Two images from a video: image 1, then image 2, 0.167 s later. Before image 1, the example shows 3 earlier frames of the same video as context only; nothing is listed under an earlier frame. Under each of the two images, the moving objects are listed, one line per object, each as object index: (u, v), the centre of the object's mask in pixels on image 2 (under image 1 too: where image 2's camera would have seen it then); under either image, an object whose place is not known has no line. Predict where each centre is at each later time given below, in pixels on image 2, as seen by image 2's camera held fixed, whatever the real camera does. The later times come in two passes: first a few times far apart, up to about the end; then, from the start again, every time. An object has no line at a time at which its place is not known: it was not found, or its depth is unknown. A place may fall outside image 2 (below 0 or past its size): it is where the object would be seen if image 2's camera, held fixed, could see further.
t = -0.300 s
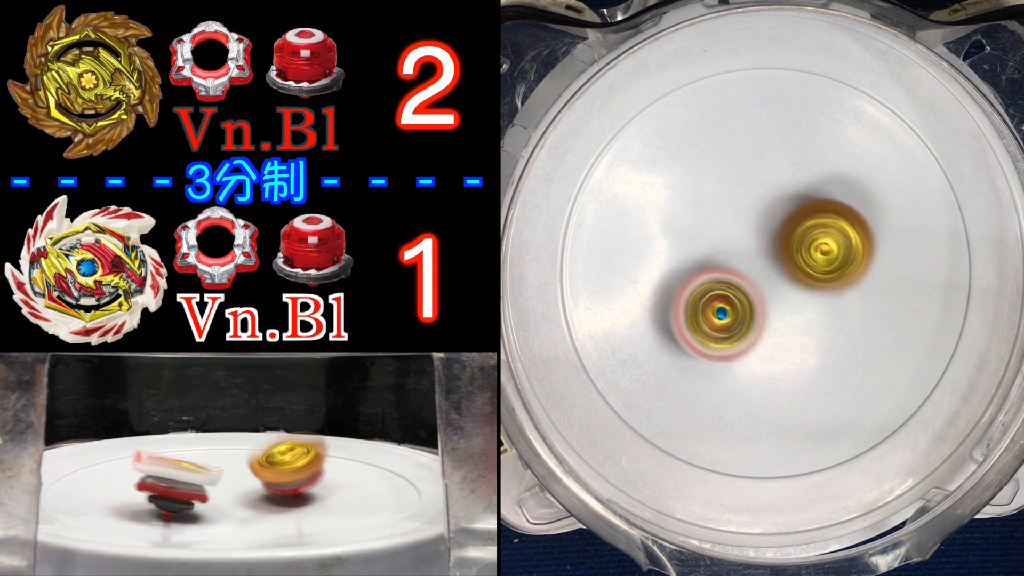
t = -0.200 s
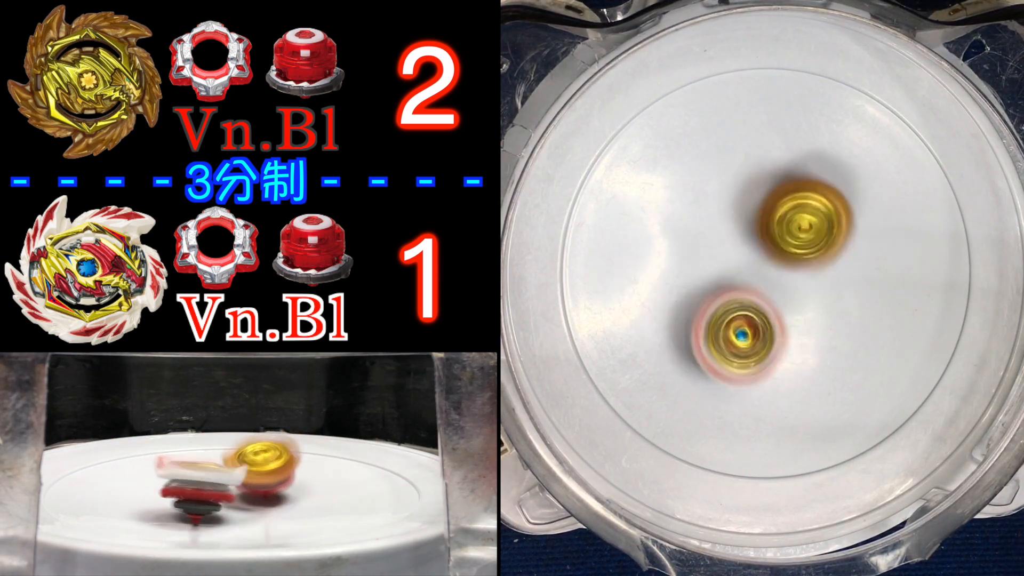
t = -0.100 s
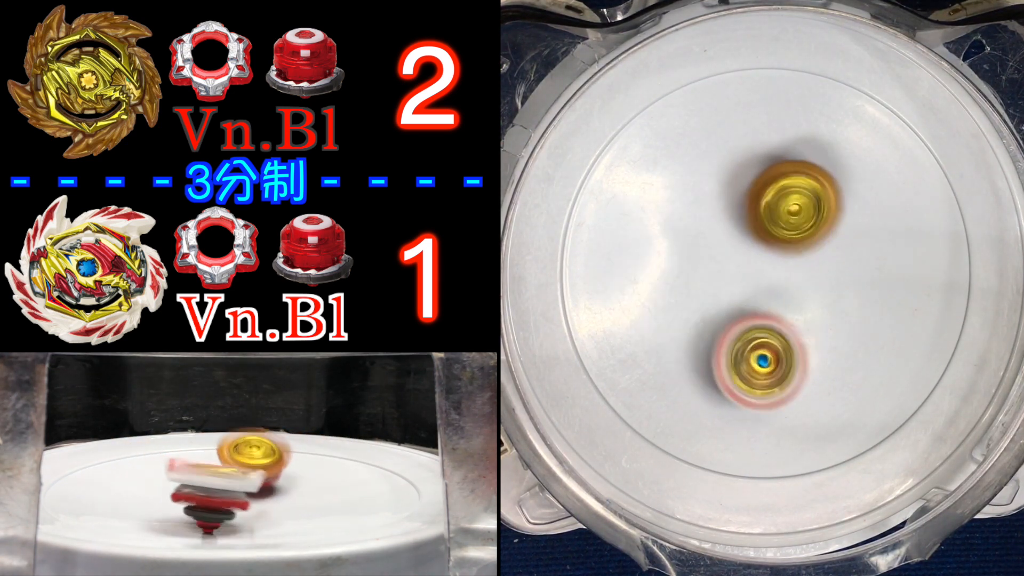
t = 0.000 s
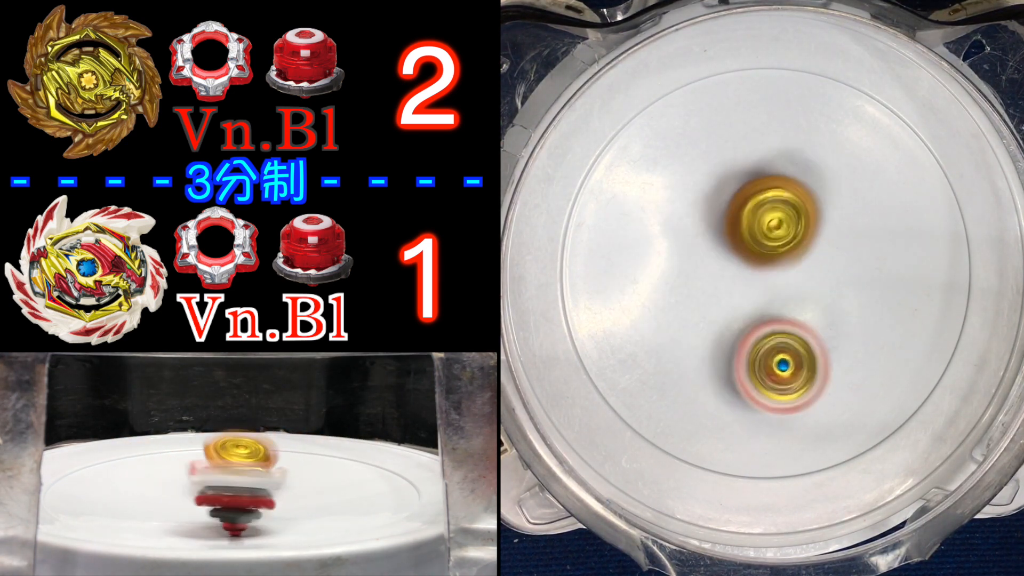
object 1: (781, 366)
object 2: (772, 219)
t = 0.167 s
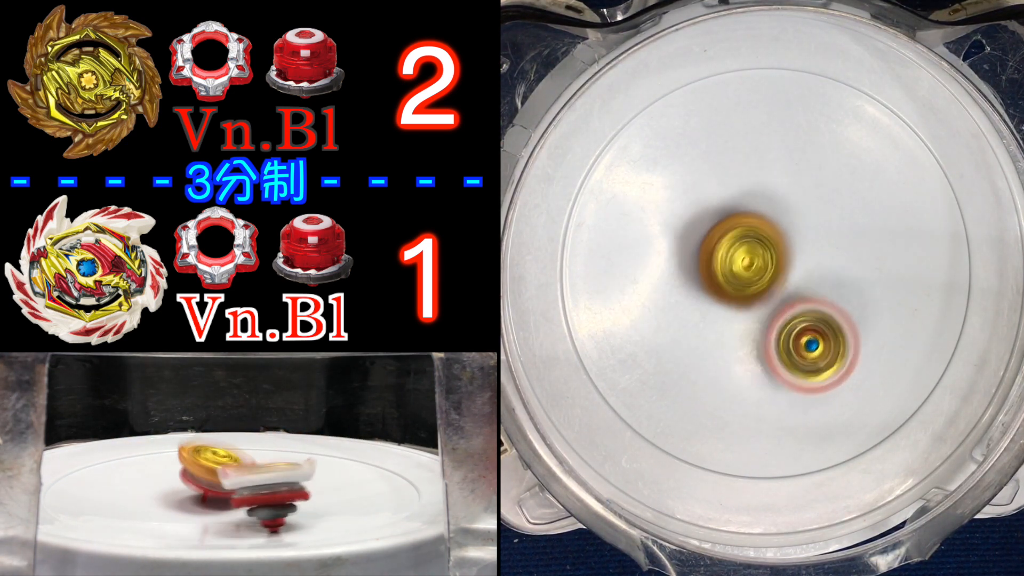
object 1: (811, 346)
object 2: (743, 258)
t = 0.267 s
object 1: (830, 325)
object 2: (727, 279)
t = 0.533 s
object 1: (835, 251)
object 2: (749, 321)
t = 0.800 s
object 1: (783, 211)
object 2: (796, 314)
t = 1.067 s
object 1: (721, 235)
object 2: (818, 272)
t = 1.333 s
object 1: (713, 305)
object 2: (796, 239)
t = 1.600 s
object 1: (770, 341)
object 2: (758, 239)
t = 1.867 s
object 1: (822, 300)
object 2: (728, 263)
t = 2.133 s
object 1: (806, 235)
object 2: (731, 300)
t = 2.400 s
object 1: (741, 231)
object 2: (767, 327)
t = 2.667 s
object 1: (720, 291)
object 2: (818, 314)
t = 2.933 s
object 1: (737, 350)
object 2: (832, 243)
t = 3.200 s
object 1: (779, 350)
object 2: (793, 223)
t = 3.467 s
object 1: (807, 380)
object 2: (734, 134)
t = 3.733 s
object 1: (773, 338)
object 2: (781, 234)
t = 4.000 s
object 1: (800, 369)
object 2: (744, 216)
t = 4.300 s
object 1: (782, 304)
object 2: (742, 213)
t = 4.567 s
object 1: (782, 304)
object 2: (742, 213)
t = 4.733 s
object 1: (782, 304)
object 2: (742, 213)
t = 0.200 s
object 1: (816, 339)
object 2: (739, 266)
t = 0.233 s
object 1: (824, 332)
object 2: (732, 273)
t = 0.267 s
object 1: (830, 325)
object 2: (727, 279)
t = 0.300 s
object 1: (834, 317)
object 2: (724, 286)
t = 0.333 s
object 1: (838, 308)
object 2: (724, 293)
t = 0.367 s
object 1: (840, 297)
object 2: (726, 299)
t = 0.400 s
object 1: (840, 287)
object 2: (730, 305)
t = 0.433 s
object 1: (840, 277)
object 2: (733, 310)
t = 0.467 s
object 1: (840, 268)
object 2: (738, 315)
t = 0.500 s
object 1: (838, 259)
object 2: (744, 319)
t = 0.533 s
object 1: (835, 251)
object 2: (749, 321)
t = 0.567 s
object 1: (832, 243)
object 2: (756, 323)
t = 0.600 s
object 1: (827, 237)
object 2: (762, 324)
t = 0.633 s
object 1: (822, 231)
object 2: (768, 324)
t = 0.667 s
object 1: (815, 226)
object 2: (774, 323)
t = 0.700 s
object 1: (808, 220)
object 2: (781, 322)
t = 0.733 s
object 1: (801, 215)
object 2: (786, 320)
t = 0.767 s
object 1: (792, 212)
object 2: (791, 317)
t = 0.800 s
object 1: (783, 211)
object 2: (796, 314)
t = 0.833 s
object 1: (775, 210)
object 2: (801, 309)
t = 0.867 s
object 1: (766, 210)
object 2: (805, 305)
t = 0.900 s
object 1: (758, 212)
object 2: (808, 299)
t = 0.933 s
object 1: (748, 214)
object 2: (812, 294)
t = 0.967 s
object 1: (739, 218)
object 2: (815, 289)
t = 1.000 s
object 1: (732, 223)
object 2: (817, 283)
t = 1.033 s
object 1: (726, 229)
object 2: (818, 277)
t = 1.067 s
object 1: (721, 235)
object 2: (818, 272)
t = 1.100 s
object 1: (716, 243)
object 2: (817, 266)
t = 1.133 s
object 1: (711, 251)
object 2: (817, 261)
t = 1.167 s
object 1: (709, 260)
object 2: (815, 255)
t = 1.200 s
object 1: (708, 269)
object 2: (812, 251)
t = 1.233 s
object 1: (708, 279)
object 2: (808, 248)
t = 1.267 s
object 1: (708, 288)
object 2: (804, 245)
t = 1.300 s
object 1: (710, 296)
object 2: (800, 242)
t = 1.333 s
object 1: (713, 305)
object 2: (796, 239)
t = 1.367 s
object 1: (717, 313)
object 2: (791, 236)
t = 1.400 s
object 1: (723, 320)
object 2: (786, 235)
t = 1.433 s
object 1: (729, 326)
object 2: (782, 235)
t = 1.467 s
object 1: (736, 331)
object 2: (777, 234)
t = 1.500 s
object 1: (744, 335)
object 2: (772, 234)
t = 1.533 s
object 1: (753, 338)
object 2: (767, 235)
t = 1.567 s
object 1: (762, 340)
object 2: (763, 237)
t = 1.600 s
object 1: (770, 341)
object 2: (758, 239)
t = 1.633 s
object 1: (778, 340)
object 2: (753, 241)
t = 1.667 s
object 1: (787, 338)
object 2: (748, 243)
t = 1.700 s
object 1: (795, 334)
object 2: (744, 246)
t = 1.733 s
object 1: (803, 329)
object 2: (740, 249)
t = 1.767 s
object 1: (809, 323)
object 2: (737, 252)
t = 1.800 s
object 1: (814, 315)
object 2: (734, 255)
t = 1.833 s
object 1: (818, 307)
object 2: (731, 259)
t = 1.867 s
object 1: (822, 300)
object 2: (728, 263)
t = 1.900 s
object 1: (826, 291)
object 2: (725, 268)
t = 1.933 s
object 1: (827, 282)
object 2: (724, 271)
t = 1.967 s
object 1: (826, 273)
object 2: (724, 275)
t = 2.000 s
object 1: (823, 265)
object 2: (725, 280)
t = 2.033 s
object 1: (820, 256)
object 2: (725, 284)
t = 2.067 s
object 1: (817, 247)
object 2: (726, 289)
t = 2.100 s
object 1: (812, 241)
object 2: (729, 294)
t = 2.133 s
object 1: (806, 235)
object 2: (731, 300)
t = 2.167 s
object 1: (799, 229)
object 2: (734, 305)
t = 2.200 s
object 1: (792, 224)
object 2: (737, 312)
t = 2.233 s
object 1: (783, 222)
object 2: (741, 316)
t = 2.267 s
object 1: (773, 221)
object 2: (745, 318)
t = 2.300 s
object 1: (764, 222)
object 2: (750, 321)
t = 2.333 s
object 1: (756, 223)
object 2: (754, 323)
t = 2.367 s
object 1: (749, 227)
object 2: (760, 325)
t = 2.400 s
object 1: (741, 231)
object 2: (767, 327)
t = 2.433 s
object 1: (736, 236)
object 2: (774, 328)
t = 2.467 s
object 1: (730, 243)
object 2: (781, 328)
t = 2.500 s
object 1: (726, 249)
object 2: (788, 327)
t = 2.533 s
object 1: (723, 256)
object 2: (794, 326)
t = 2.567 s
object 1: (720, 265)
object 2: (802, 324)
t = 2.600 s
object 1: (718, 274)
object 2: (808, 322)
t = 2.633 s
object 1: (718, 283)
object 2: (813, 318)
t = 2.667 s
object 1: (720, 291)
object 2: (818, 314)
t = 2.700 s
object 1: (721, 300)
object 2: (822, 309)
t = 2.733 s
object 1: (722, 307)
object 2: (825, 302)
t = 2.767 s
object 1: (724, 315)
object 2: (828, 295)
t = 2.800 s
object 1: (728, 321)
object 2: (827, 287)
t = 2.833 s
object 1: (733, 324)
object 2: (823, 281)
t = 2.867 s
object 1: (737, 329)
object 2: (822, 274)
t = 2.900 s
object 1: (736, 341)
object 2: (829, 258)
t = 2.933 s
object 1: (737, 350)
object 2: (832, 243)
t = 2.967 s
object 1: (742, 355)
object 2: (834, 232)
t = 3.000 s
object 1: (748, 355)
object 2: (830, 227)
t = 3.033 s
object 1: (752, 354)
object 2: (825, 223)
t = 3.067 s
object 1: (756, 352)
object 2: (817, 224)
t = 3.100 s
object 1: (760, 348)
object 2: (811, 226)
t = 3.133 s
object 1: (765, 344)
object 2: (806, 230)
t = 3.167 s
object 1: (769, 338)
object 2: (801, 234)
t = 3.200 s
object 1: (779, 350)
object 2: (793, 223)
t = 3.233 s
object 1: (788, 370)
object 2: (780, 202)
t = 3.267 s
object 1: (799, 388)
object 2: (767, 175)
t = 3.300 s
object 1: (803, 395)
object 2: (752, 153)
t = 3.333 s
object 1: (807, 400)
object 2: (741, 139)
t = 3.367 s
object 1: (811, 397)
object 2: (734, 133)
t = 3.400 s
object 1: (811, 392)
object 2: (729, 129)
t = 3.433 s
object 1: (809, 386)
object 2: (730, 131)
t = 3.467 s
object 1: (807, 380)
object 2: (734, 134)
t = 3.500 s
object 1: (805, 373)
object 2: (737, 140)
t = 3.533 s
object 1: (801, 366)
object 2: (743, 147)
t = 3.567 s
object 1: (797, 358)
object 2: (751, 157)
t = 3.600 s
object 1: (791, 350)
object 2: (760, 174)
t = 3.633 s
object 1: (784, 344)
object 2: (767, 191)
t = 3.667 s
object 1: (776, 337)
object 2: (778, 210)
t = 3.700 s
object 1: (771, 330)
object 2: (785, 230)
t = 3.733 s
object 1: (773, 338)
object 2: (781, 234)
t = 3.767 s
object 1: (782, 349)
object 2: (770, 227)
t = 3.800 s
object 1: (792, 366)
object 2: (760, 222)
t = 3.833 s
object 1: (798, 373)
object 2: (752, 218)
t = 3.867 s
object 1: (800, 374)
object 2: (748, 216)
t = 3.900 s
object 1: (803, 376)
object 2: (744, 215)
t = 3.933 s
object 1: (802, 372)
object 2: (743, 215)
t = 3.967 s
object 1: (802, 371)
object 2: (744, 215)
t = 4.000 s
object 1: (800, 369)
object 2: (744, 216)
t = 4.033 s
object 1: (799, 365)
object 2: (744, 216)
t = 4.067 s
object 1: (798, 356)
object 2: (744, 216)
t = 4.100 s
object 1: (796, 347)
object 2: (744, 216)
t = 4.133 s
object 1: (792, 338)
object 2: (744, 216)
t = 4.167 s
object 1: (788, 329)
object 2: (744, 216)
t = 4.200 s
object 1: (785, 320)
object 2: (744, 216)
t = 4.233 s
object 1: (782, 309)
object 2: (744, 216)
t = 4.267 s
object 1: (781, 305)
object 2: (743, 214)
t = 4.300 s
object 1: (782, 304)
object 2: (742, 213)
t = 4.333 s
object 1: (782, 304)
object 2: (742, 213)
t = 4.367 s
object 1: (782, 304)
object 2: (742, 213)
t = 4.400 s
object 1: (782, 304)
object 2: (742, 213)
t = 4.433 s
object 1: (782, 304)
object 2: (742, 213)
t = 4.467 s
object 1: (782, 304)
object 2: (742, 213)
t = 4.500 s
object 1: (782, 304)
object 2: (742, 213)
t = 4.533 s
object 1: (782, 304)
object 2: (742, 213)
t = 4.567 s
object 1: (782, 304)
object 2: (742, 213)
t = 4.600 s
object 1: (782, 304)
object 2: (742, 213)
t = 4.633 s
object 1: (782, 304)
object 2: (742, 213)
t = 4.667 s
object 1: (782, 304)
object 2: (742, 213)
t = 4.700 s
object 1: (782, 304)
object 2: (742, 213)
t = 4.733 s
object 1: (782, 304)
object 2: (742, 213)
